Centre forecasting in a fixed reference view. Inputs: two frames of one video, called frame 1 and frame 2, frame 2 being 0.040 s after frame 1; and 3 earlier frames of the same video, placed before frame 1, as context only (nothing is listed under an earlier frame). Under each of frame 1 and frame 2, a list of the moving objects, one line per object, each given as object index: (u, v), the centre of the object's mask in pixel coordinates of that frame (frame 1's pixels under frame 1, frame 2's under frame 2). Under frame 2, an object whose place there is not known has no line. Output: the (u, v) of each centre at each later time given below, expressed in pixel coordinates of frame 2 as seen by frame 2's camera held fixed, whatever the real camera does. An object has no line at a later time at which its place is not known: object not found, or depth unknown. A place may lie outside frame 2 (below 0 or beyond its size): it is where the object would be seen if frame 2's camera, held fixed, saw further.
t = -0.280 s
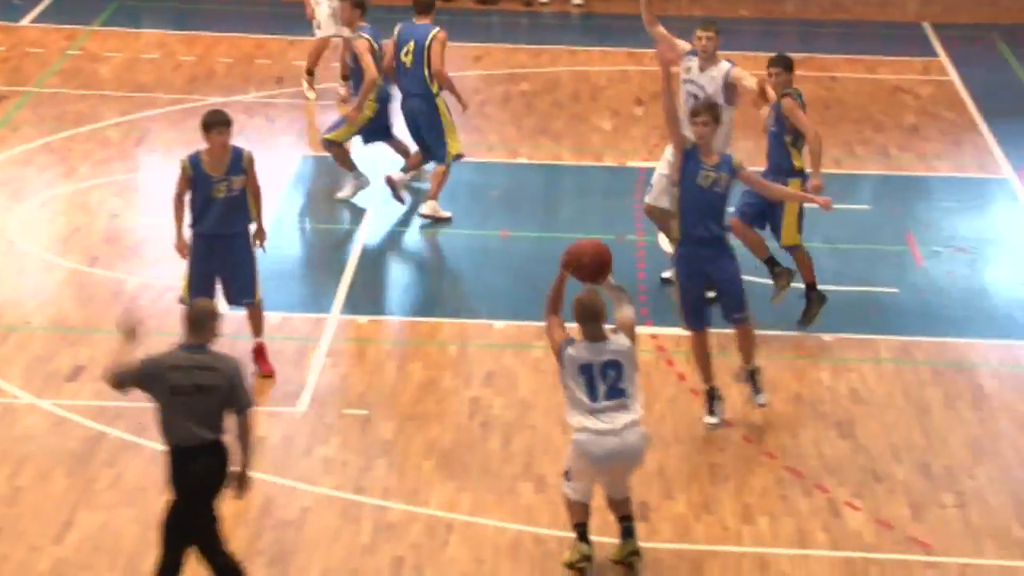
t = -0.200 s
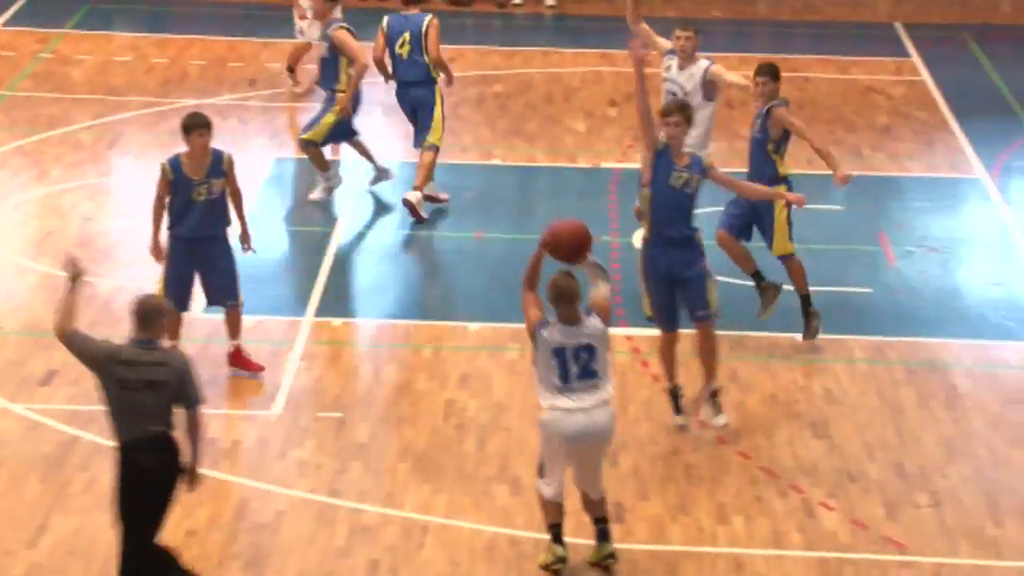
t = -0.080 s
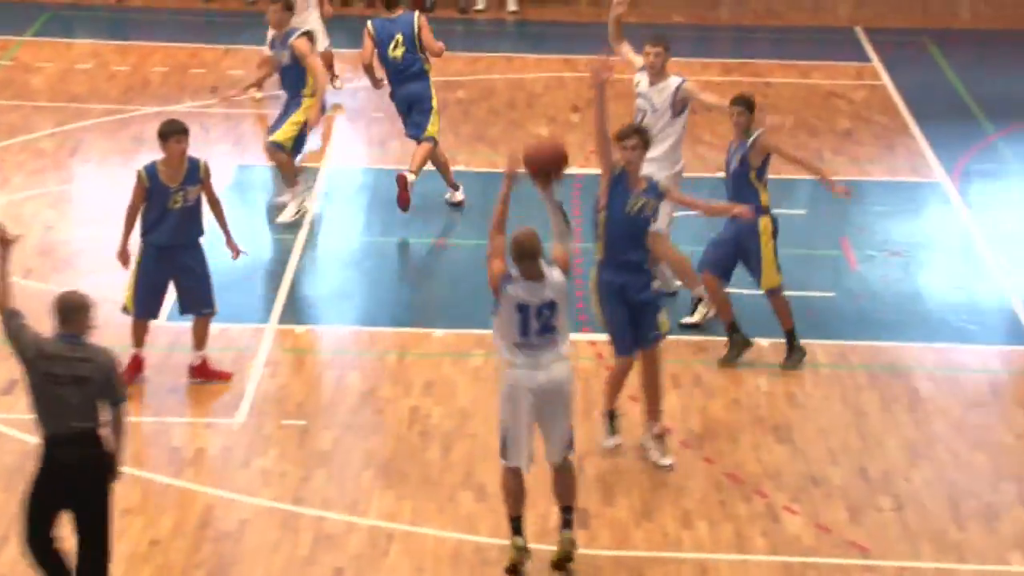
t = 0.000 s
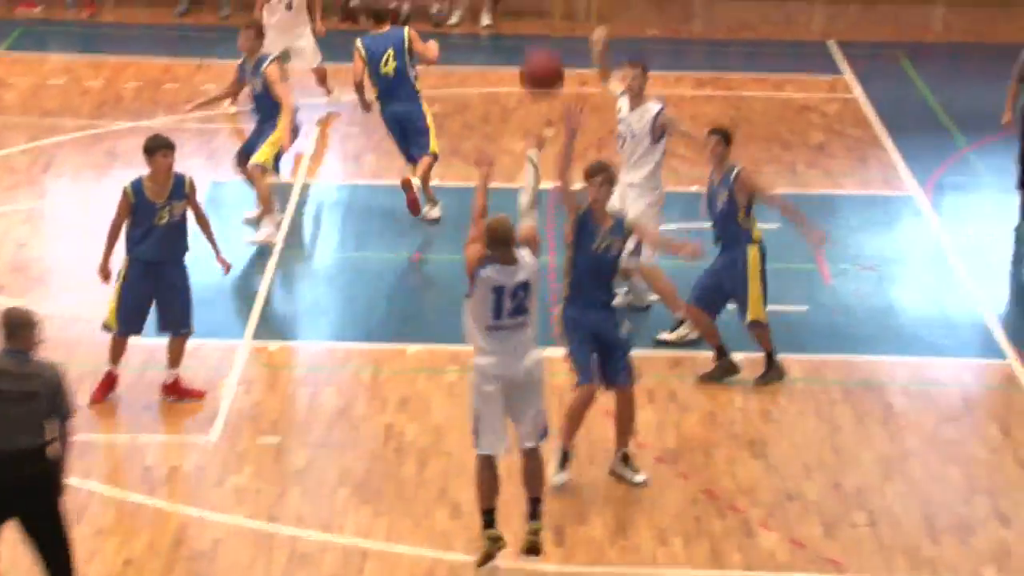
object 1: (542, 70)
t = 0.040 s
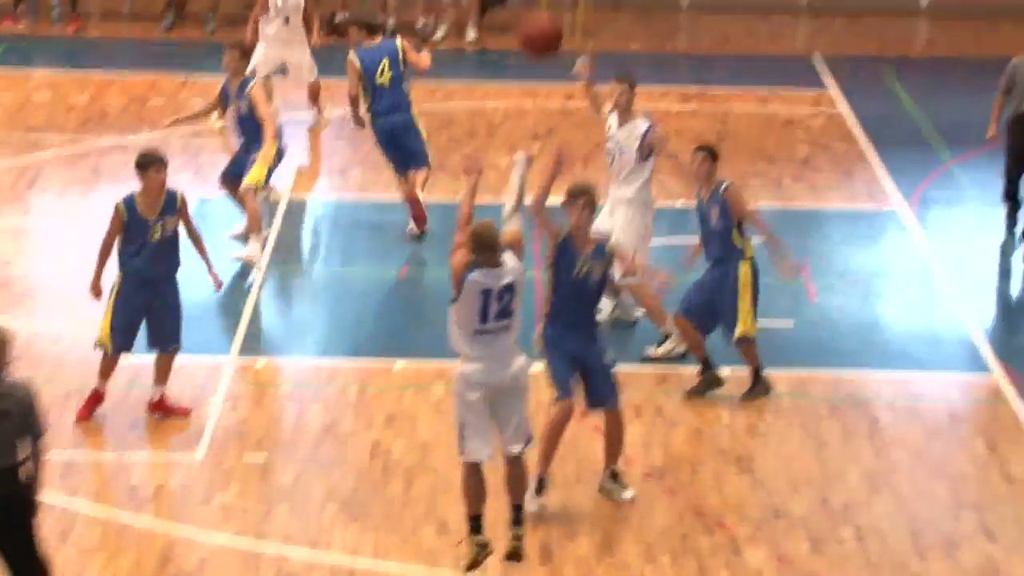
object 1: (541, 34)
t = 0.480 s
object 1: (661, -325)
